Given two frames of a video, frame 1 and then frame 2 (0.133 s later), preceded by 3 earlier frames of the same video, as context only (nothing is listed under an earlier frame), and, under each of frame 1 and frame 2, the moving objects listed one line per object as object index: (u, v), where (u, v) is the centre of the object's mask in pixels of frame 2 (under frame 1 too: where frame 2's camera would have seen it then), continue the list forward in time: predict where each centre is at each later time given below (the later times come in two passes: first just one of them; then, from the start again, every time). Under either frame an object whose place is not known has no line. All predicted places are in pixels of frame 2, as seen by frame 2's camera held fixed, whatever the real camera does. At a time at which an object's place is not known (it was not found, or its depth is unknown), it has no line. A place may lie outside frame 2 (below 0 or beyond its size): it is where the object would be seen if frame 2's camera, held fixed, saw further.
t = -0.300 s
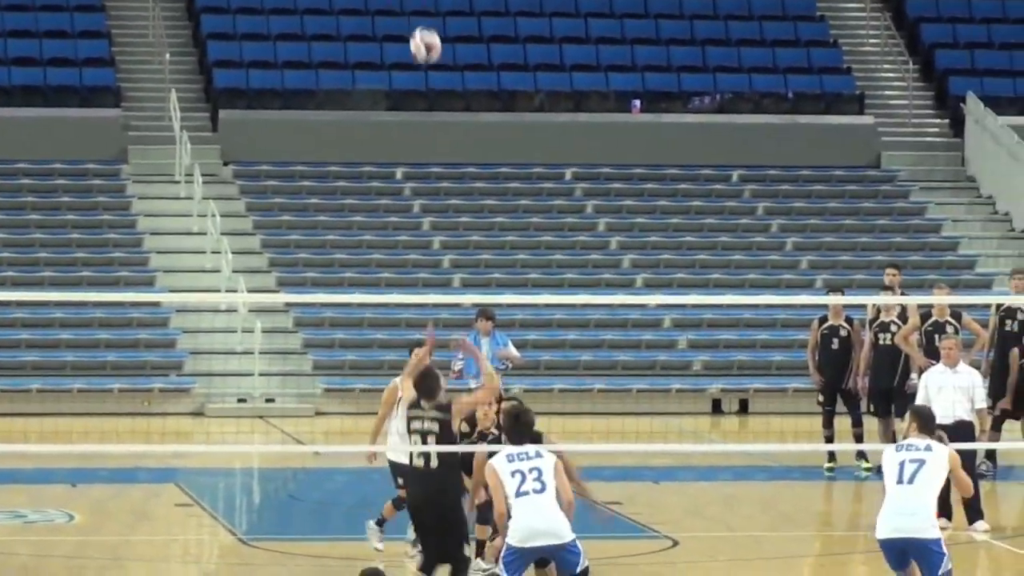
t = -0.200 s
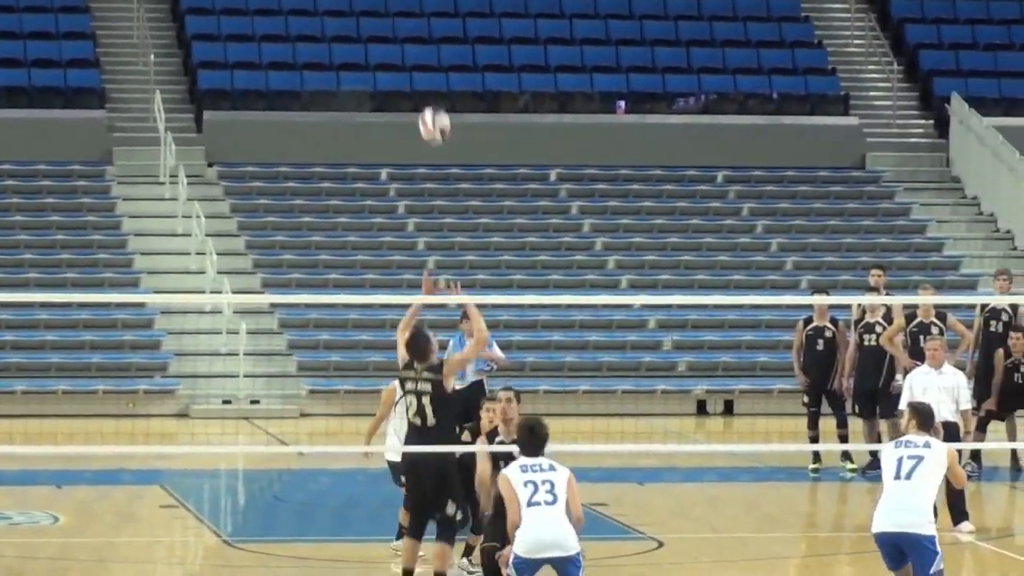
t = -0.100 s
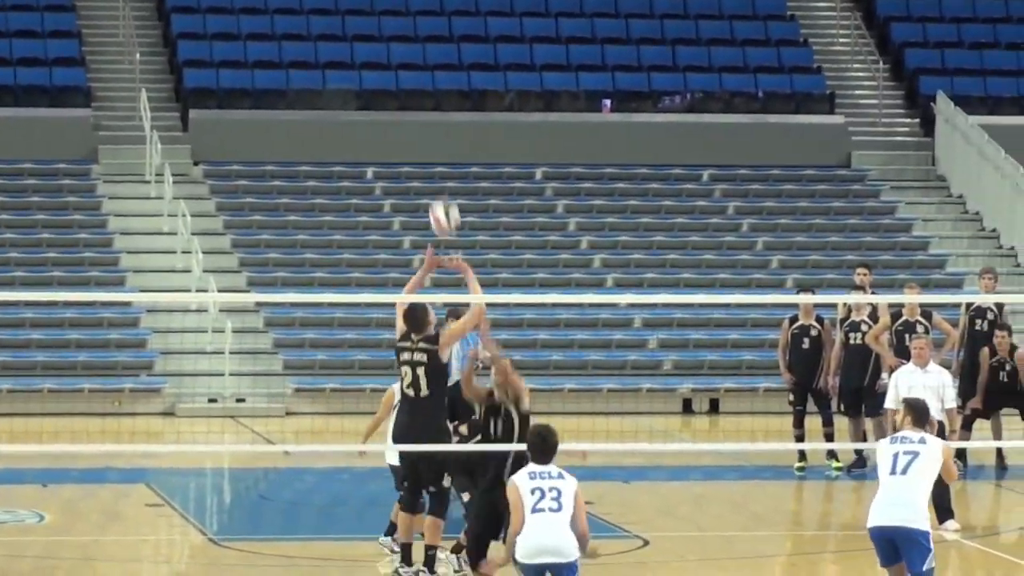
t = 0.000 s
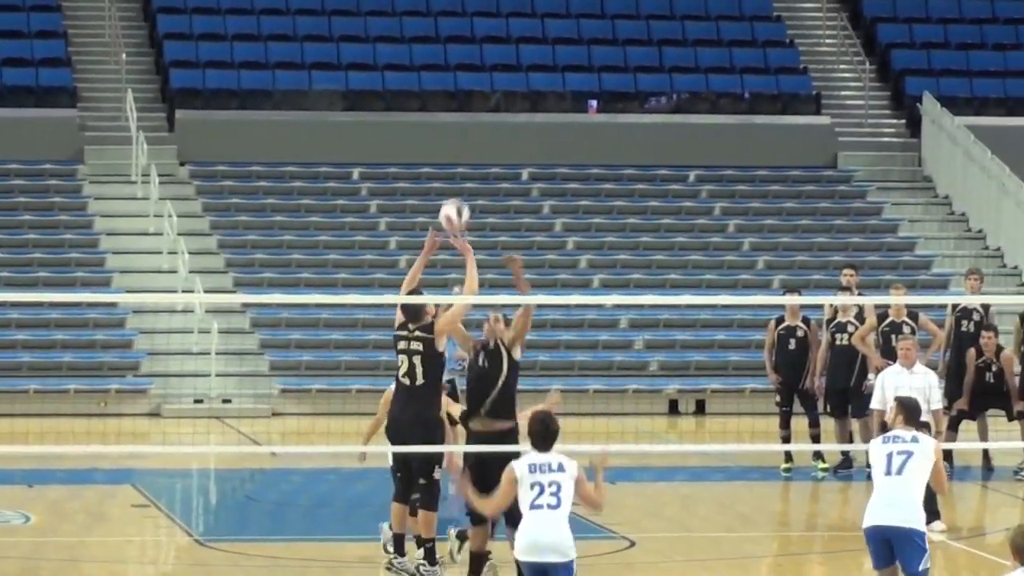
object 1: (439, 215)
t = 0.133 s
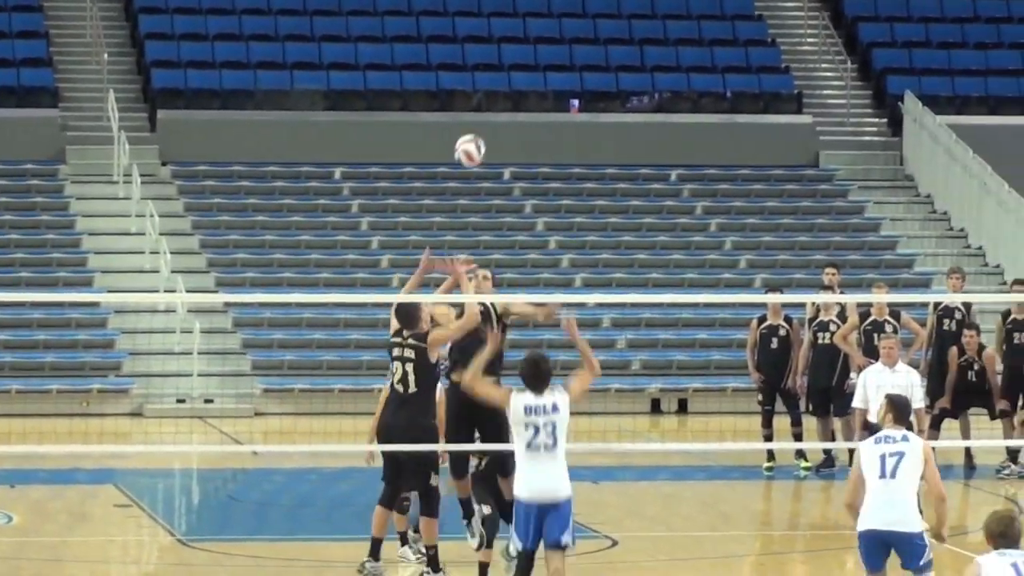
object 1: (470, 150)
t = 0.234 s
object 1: (494, 119)
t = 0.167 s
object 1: (477, 138)
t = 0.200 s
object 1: (486, 128)
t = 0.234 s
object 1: (494, 119)
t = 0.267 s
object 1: (502, 111)
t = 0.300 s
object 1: (509, 106)
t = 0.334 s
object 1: (517, 101)
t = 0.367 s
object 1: (524, 99)
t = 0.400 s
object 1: (532, 98)
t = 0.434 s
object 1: (539, 98)
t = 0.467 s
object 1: (547, 100)
